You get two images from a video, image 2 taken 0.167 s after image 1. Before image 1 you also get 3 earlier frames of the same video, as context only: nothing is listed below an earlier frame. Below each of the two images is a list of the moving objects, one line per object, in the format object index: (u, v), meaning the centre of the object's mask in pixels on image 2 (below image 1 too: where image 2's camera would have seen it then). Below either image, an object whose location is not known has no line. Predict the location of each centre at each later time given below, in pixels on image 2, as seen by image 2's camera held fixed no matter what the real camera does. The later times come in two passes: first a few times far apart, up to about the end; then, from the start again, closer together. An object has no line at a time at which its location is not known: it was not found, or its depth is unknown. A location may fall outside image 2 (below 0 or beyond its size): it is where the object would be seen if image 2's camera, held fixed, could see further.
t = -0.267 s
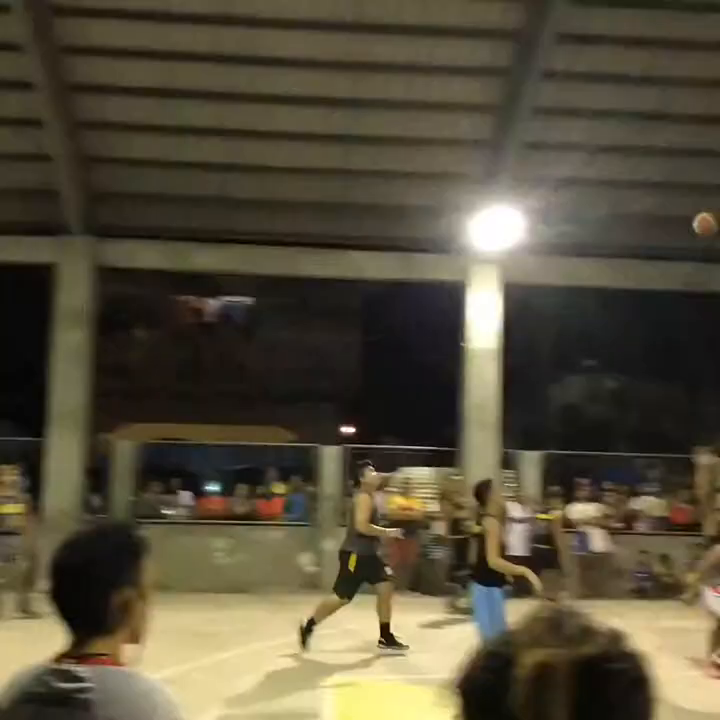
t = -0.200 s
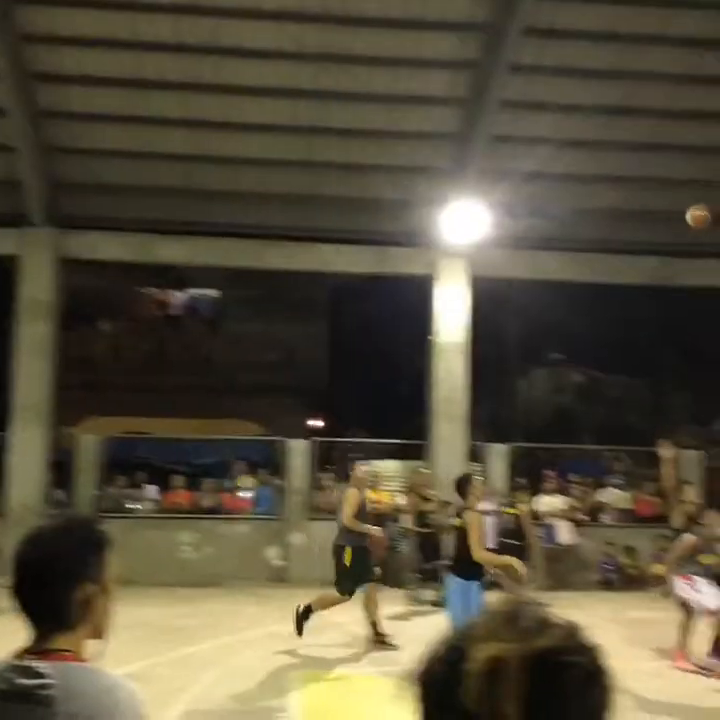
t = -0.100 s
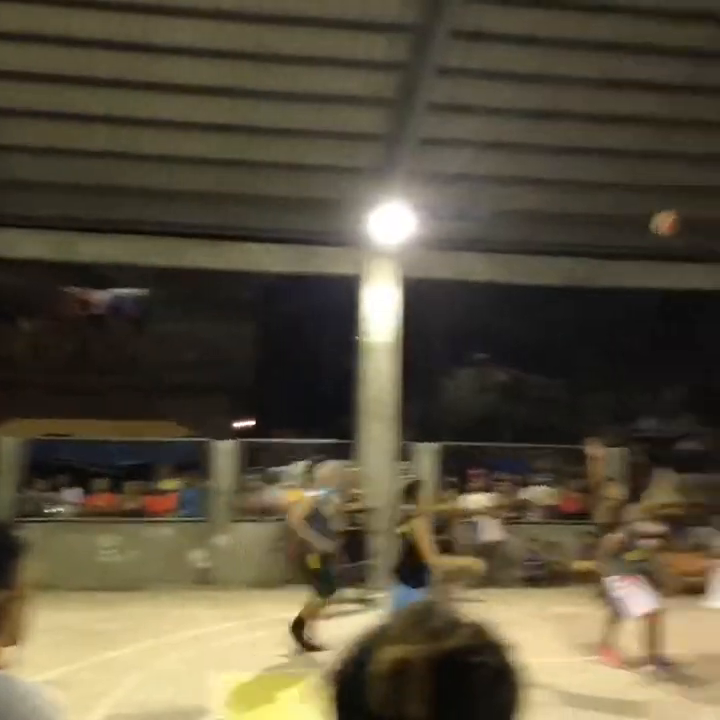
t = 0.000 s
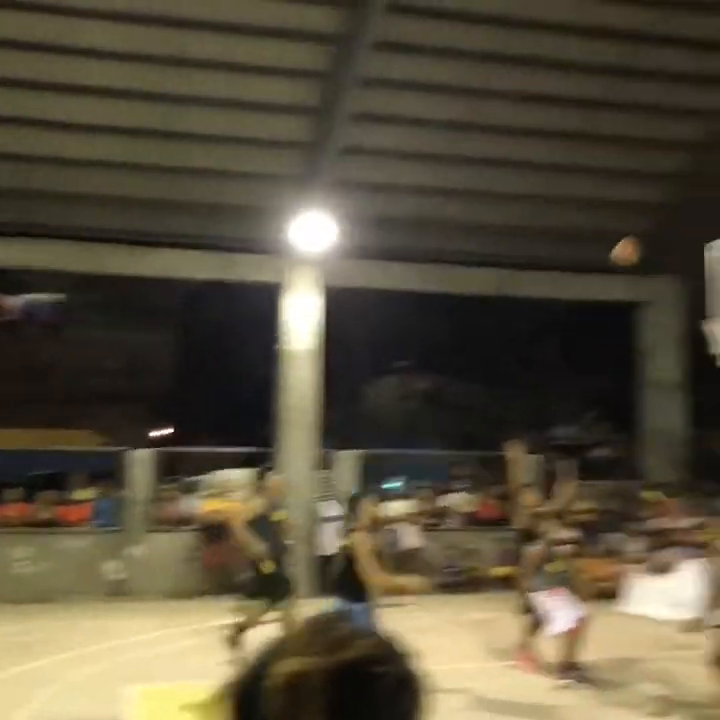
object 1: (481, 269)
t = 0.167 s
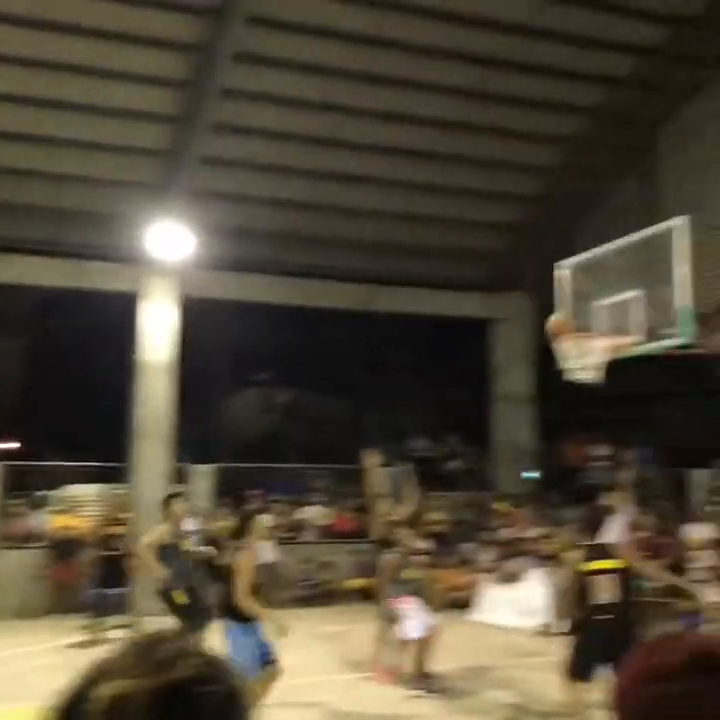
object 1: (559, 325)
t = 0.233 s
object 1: (582, 323)
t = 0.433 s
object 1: (610, 286)
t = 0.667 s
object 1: (562, 297)
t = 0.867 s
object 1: (520, 355)
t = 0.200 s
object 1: (576, 324)
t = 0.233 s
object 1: (582, 323)
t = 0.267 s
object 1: (595, 312)
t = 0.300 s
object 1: (607, 306)
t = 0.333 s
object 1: (616, 301)
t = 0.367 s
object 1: (623, 295)
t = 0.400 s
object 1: (617, 290)
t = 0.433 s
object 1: (610, 286)
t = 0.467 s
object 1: (601, 284)
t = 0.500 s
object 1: (596, 283)
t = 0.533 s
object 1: (590, 283)
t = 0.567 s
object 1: (582, 284)
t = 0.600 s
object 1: (578, 288)
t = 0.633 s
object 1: (572, 291)
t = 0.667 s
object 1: (562, 297)
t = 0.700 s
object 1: (555, 304)
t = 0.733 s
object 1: (548, 312)
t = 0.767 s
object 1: (543, 321)
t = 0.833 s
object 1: (530, 342)
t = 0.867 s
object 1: (520, 355)
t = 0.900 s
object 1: (512, 368)
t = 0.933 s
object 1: (505, 386)
